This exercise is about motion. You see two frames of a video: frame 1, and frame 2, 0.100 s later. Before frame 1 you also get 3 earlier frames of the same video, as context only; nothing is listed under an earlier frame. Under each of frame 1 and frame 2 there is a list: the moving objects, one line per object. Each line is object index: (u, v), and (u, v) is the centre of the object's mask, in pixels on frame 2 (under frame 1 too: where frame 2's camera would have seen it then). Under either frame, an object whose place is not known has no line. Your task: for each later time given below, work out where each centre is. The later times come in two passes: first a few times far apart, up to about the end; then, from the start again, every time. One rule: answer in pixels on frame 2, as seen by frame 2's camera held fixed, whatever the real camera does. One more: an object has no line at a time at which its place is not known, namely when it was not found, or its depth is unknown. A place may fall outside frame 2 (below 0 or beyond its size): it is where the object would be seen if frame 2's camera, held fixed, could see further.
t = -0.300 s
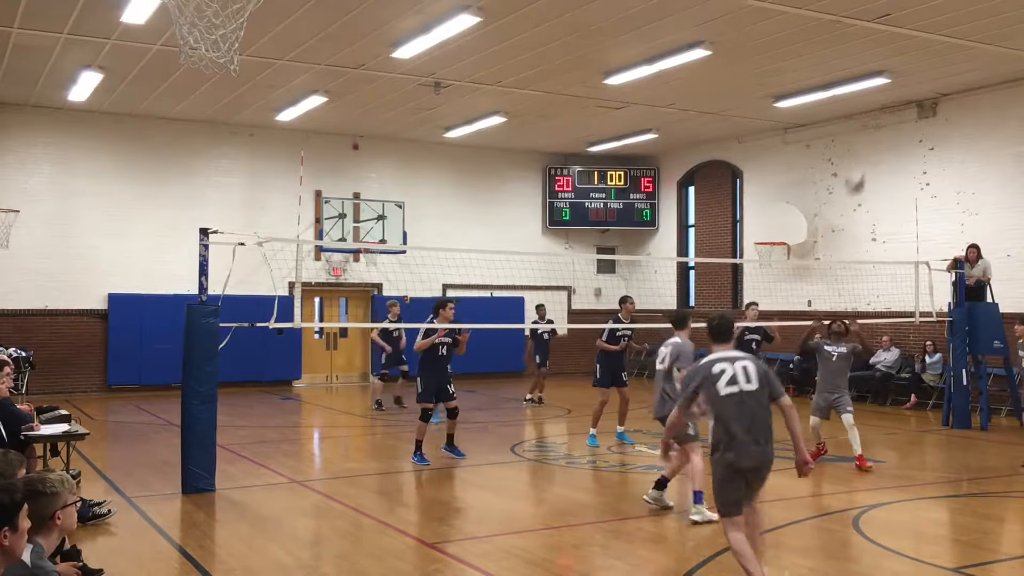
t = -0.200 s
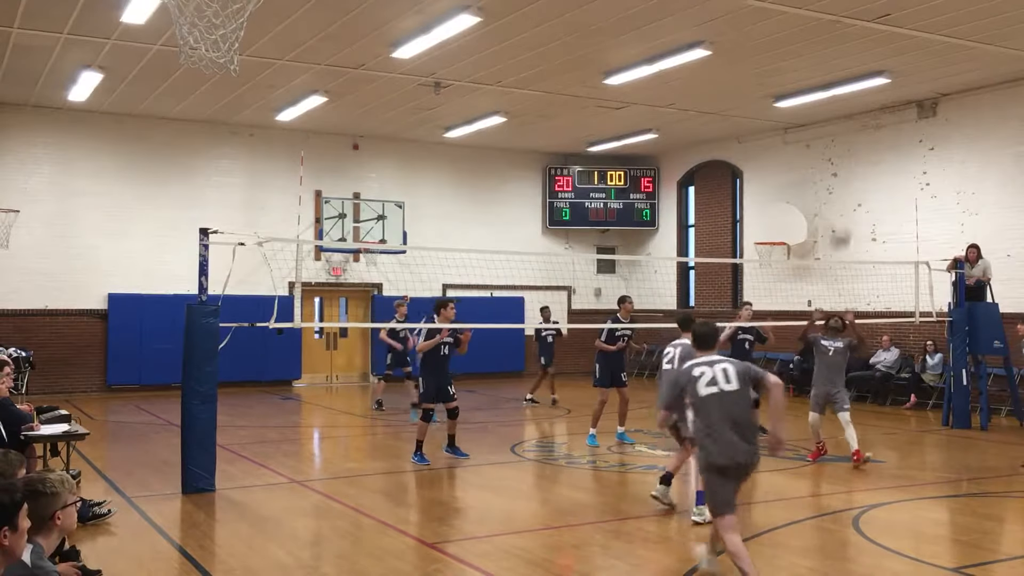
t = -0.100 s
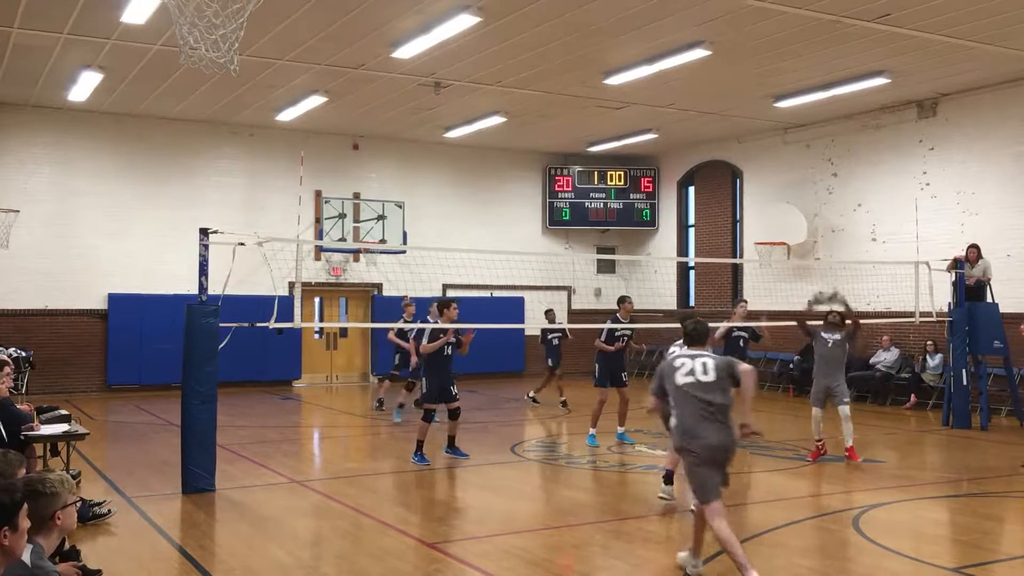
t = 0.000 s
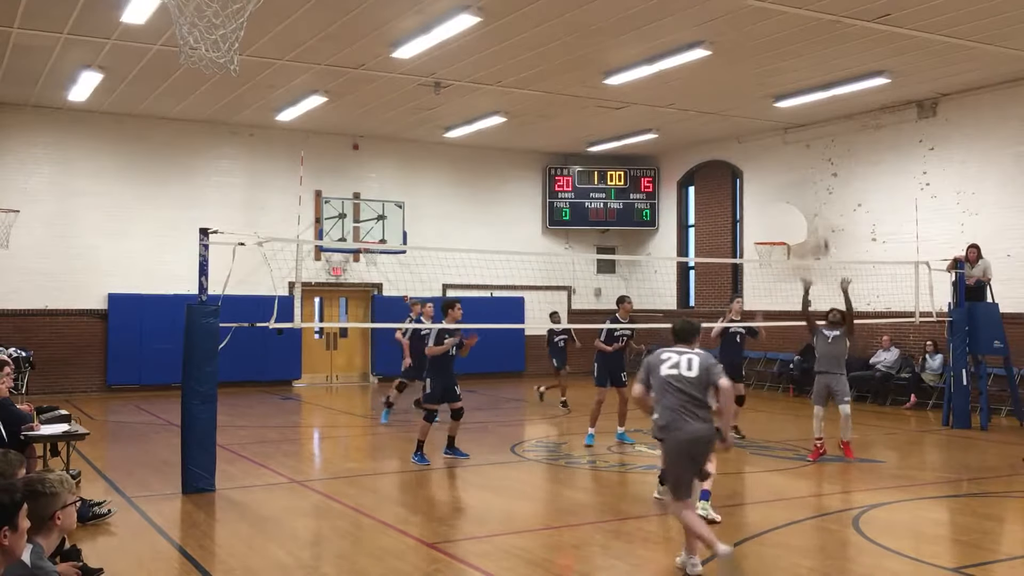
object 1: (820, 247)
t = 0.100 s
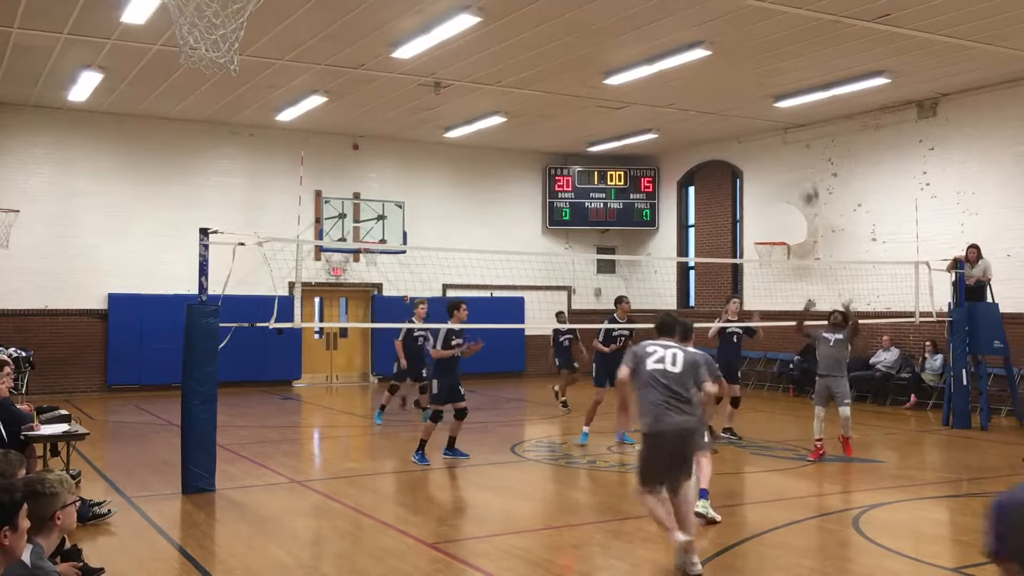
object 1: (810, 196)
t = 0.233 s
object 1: (796, 138)
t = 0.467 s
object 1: (776, 81)
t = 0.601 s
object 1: (763, 71)
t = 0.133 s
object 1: (809, 181)
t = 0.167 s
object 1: (806, 166)
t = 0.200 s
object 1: (801, 151)
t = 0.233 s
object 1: (796, 138)
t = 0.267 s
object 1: (794, 130)
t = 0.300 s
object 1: (792, 118)
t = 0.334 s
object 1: (790, 111)
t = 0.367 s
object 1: (785, 100)
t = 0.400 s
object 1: (782, 92)
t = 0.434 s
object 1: (779, 88)
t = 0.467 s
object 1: (776, 81)
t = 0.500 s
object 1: (774, 76)
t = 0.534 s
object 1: (769, 73)
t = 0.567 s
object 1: (766, 72)
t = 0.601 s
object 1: (763, 71)
